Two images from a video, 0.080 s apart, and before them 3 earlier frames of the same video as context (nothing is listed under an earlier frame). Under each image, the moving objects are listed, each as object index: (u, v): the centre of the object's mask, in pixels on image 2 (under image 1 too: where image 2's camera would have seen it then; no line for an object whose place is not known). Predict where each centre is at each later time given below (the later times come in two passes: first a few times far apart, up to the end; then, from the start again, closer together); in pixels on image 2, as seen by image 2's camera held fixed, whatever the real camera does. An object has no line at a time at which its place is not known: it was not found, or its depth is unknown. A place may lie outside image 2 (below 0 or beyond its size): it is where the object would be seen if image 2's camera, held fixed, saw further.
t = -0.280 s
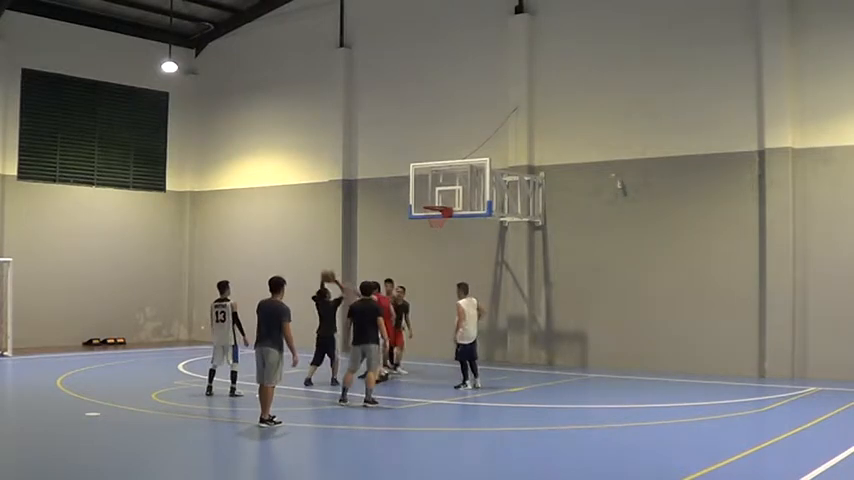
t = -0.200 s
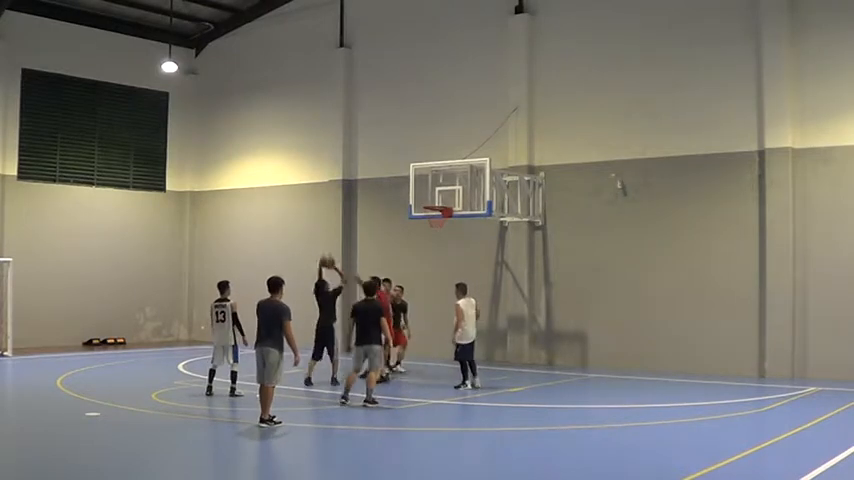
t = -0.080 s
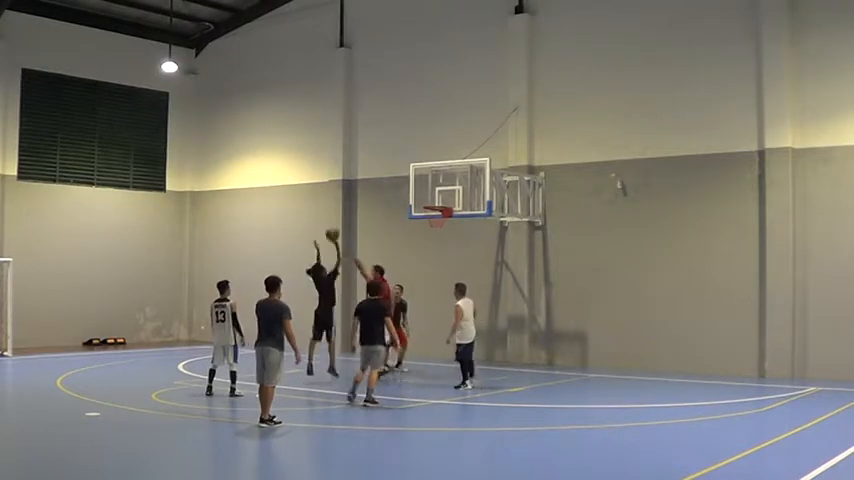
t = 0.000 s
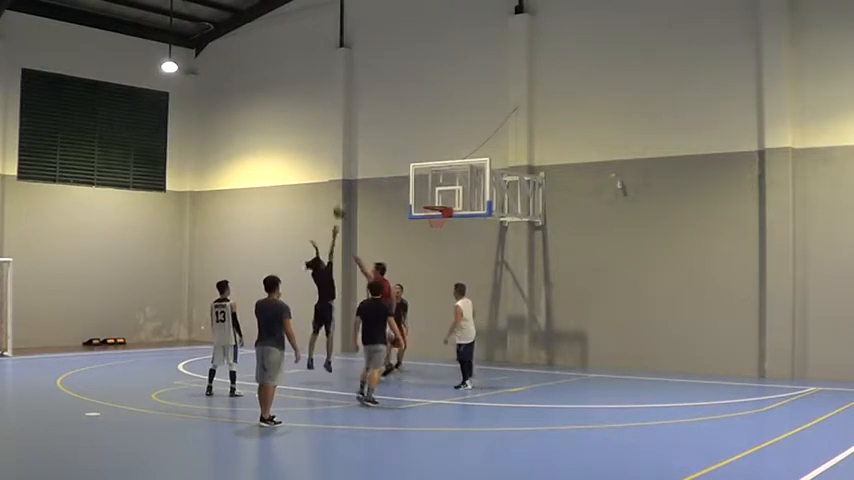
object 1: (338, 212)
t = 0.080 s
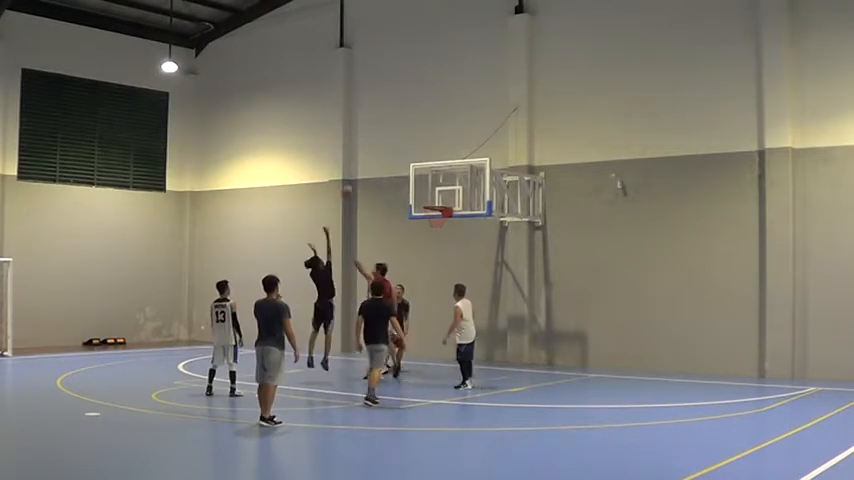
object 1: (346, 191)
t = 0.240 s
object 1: (364, 166)
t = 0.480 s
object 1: (386, 156)
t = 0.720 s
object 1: (407, 175)
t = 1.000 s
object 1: (403, 194)
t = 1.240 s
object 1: (373, 200)
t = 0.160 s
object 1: (356, 178)
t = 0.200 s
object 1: (360, 172)
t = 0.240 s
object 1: (364, 166)
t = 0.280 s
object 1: (367, 161)
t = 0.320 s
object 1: (371, 159)
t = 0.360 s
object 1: (374, 157)
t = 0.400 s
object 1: (379, 157)
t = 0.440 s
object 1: (382, 156)
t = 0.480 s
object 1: (386, 156)
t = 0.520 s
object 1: (389, 158)
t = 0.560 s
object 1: (393, 160)
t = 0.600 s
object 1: (397, 163)
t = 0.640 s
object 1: (400, 166)
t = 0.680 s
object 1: (404, 169)
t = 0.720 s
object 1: (407, 175)
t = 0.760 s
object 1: (410, 181)
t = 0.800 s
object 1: (413, 189)
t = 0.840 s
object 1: (417, 196)
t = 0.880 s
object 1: (419, 202)
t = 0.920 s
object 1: (413, 199)
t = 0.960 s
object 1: (409, 196)
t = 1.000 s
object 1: (403, 194)
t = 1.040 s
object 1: (399, 193)
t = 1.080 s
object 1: (393, 192)
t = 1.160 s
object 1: (383, 194)
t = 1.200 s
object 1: (378, 195)
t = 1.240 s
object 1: (373, 200)
